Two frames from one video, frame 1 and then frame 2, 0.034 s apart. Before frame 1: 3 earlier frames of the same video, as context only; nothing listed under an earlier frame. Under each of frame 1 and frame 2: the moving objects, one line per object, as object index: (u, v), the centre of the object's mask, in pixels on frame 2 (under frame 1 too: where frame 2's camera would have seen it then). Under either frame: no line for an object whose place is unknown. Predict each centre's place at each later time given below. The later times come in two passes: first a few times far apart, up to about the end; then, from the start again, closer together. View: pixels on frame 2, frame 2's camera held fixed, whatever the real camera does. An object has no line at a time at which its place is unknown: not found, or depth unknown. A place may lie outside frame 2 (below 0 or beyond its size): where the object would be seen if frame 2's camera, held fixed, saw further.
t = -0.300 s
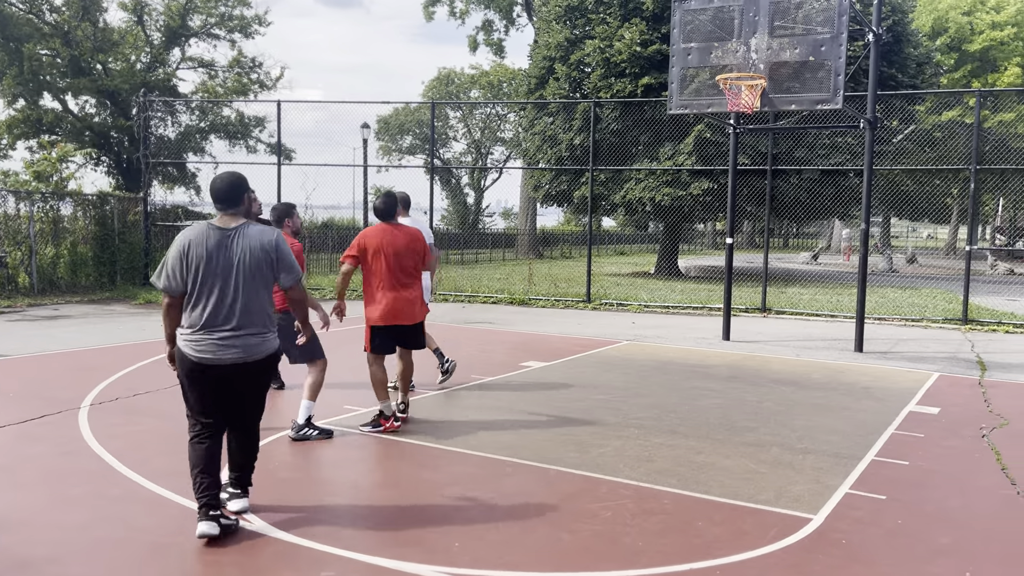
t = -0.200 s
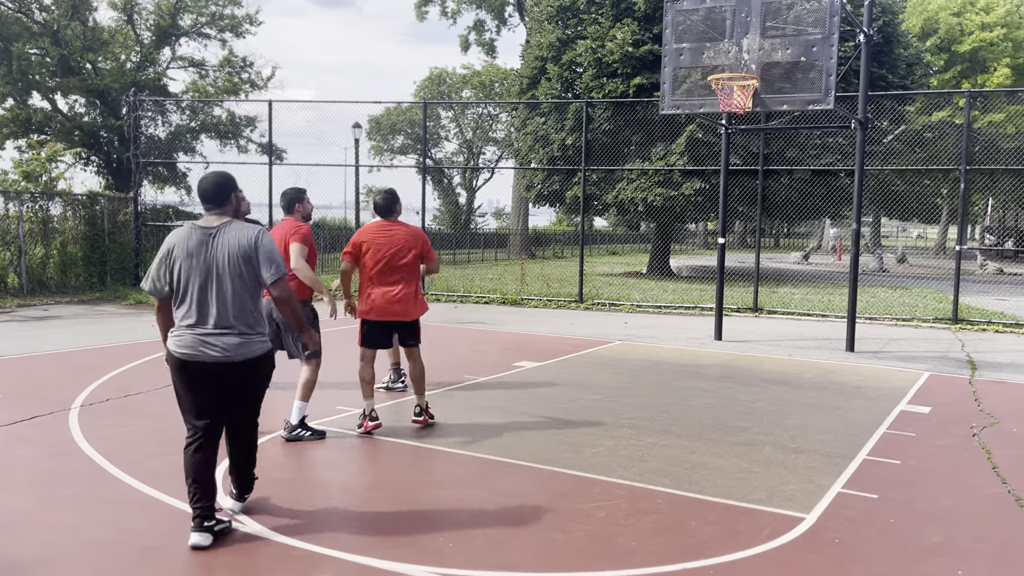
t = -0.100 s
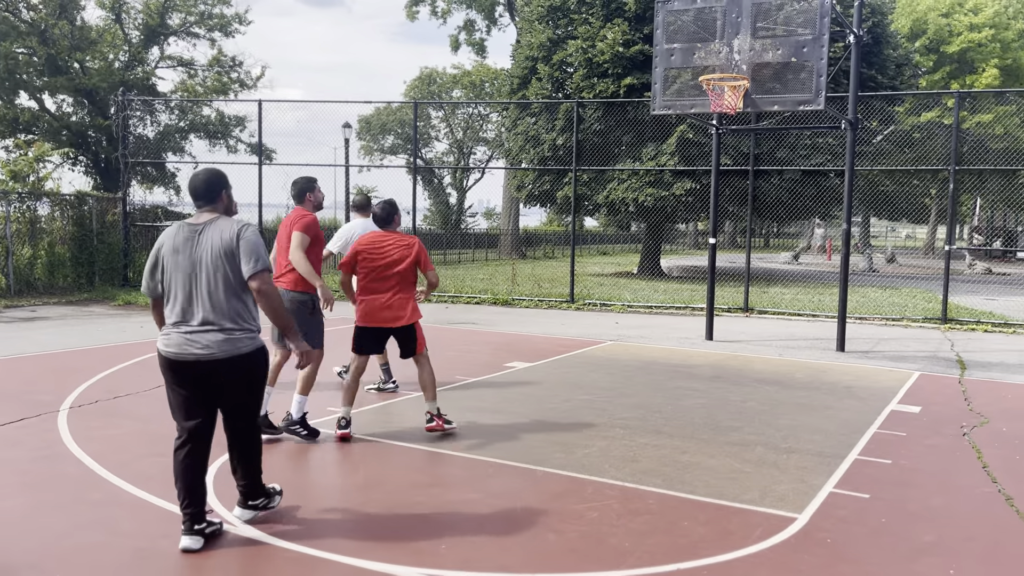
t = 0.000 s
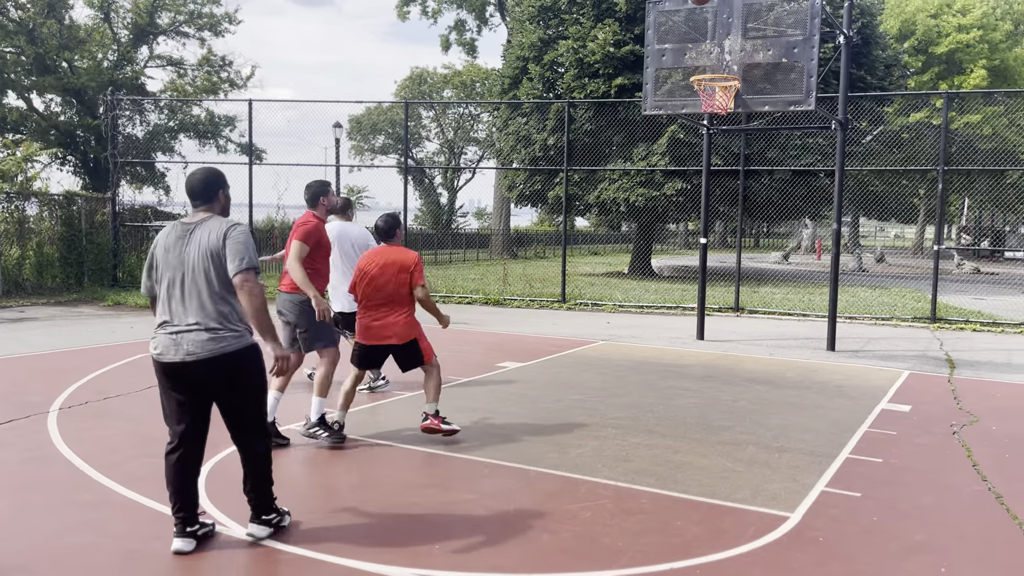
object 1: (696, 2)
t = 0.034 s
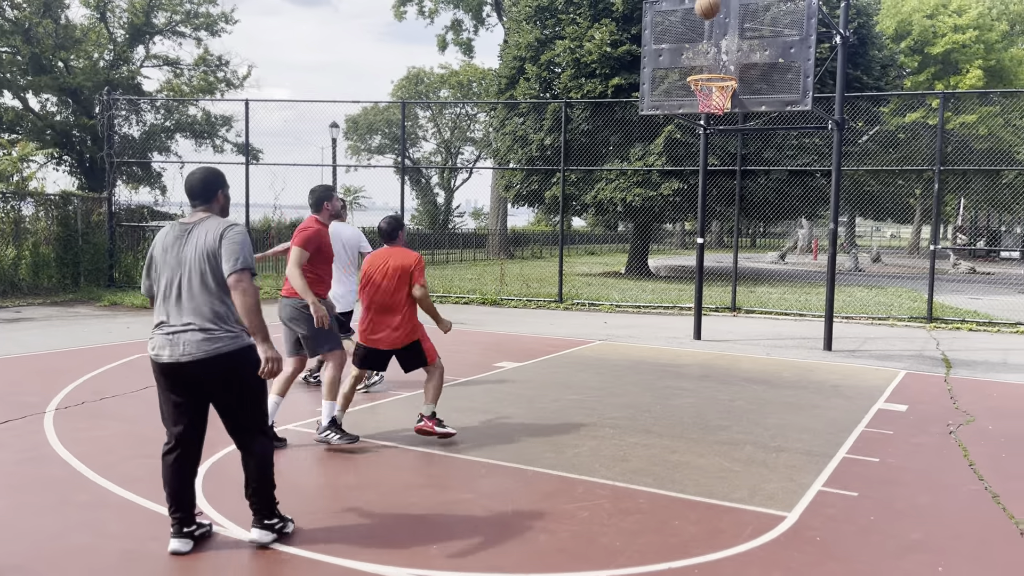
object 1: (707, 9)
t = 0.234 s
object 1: (758, 98)
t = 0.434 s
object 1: (770, 184)
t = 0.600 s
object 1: (782, 299)
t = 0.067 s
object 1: (717, 21)
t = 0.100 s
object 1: (727, 37)
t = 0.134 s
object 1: (737, 53)
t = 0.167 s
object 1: (746, 70)
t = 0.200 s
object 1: (755, 88)
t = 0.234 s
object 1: (758, 98)
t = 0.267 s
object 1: (760, 108)
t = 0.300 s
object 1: (761, 120)
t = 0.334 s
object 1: (763, 134)
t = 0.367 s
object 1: (766, 149)
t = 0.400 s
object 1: (768, 165)
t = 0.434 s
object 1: (770, 184)
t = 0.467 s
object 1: (772, 203)
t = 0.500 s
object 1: (774, 225)
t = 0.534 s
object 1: (777, 248)
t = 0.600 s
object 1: (782, 299)
